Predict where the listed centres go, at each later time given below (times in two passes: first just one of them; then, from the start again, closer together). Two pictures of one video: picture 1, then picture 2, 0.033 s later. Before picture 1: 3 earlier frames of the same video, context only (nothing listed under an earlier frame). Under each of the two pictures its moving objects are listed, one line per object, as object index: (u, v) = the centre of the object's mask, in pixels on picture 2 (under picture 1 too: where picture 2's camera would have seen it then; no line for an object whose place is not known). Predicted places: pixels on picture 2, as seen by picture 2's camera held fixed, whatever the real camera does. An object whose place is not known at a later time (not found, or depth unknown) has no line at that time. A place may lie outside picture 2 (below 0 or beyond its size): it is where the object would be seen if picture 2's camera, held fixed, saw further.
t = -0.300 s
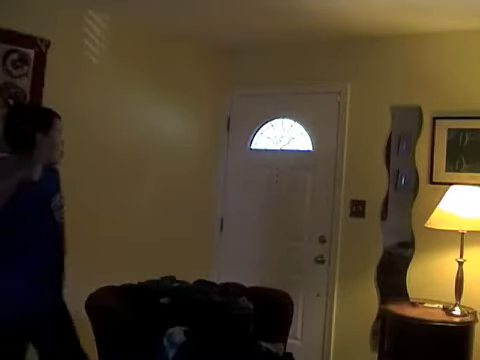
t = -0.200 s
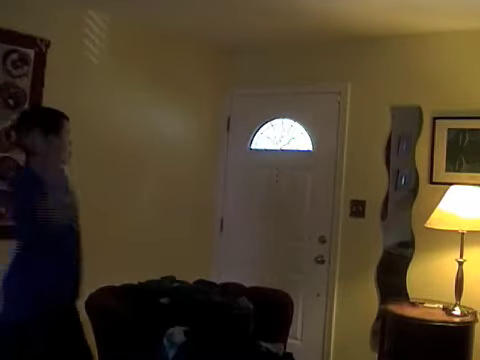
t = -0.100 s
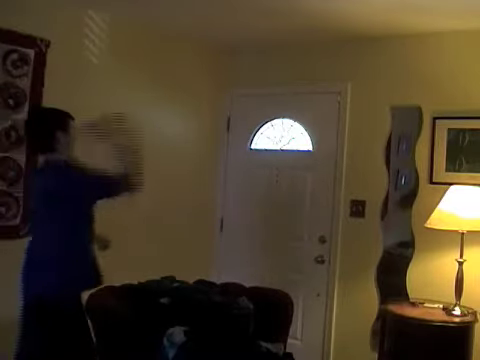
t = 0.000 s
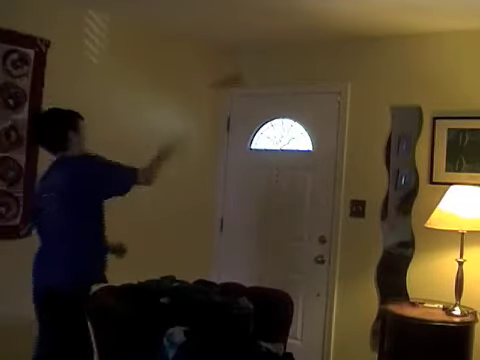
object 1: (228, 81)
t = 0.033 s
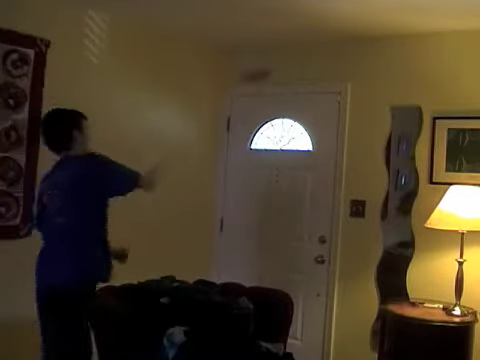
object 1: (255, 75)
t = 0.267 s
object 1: (287, 84)
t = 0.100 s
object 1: (298, 72)
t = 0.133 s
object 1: (315, 73)
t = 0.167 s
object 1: (313, 73)
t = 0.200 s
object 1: (304, 76)
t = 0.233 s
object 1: (296, 79)
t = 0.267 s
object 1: (287, 84)
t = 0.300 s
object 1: (279, 90)
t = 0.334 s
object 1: (267, 100)
